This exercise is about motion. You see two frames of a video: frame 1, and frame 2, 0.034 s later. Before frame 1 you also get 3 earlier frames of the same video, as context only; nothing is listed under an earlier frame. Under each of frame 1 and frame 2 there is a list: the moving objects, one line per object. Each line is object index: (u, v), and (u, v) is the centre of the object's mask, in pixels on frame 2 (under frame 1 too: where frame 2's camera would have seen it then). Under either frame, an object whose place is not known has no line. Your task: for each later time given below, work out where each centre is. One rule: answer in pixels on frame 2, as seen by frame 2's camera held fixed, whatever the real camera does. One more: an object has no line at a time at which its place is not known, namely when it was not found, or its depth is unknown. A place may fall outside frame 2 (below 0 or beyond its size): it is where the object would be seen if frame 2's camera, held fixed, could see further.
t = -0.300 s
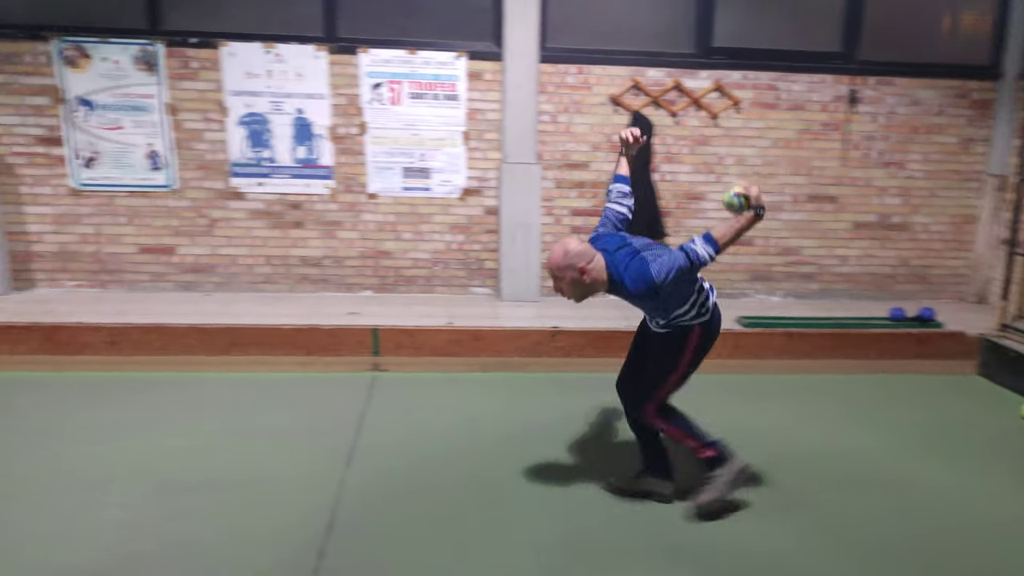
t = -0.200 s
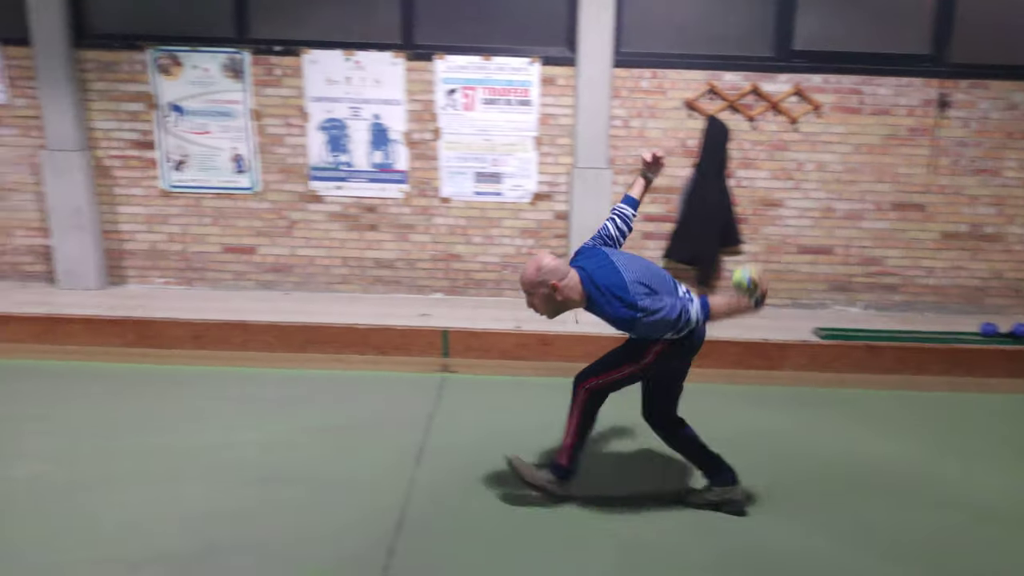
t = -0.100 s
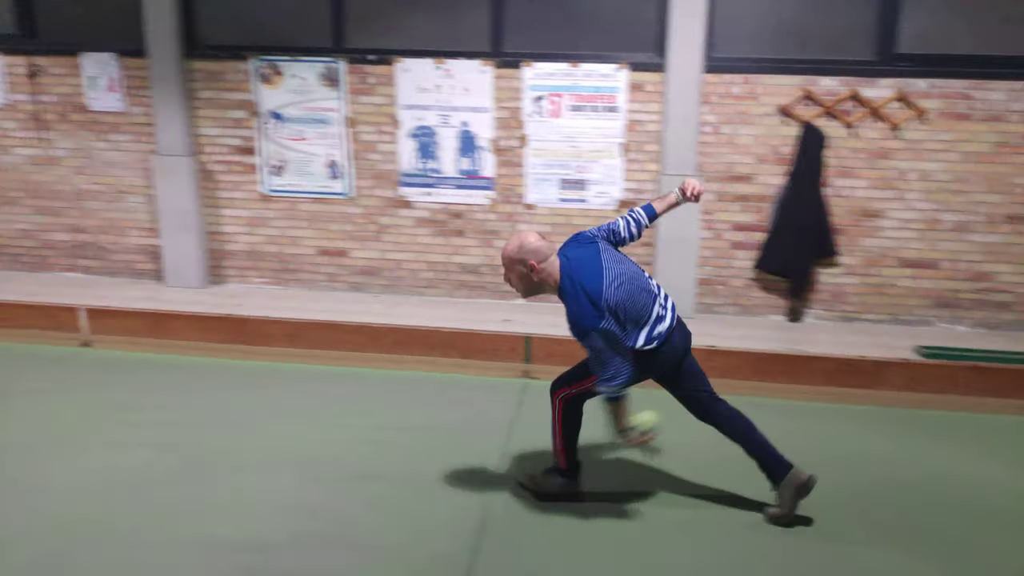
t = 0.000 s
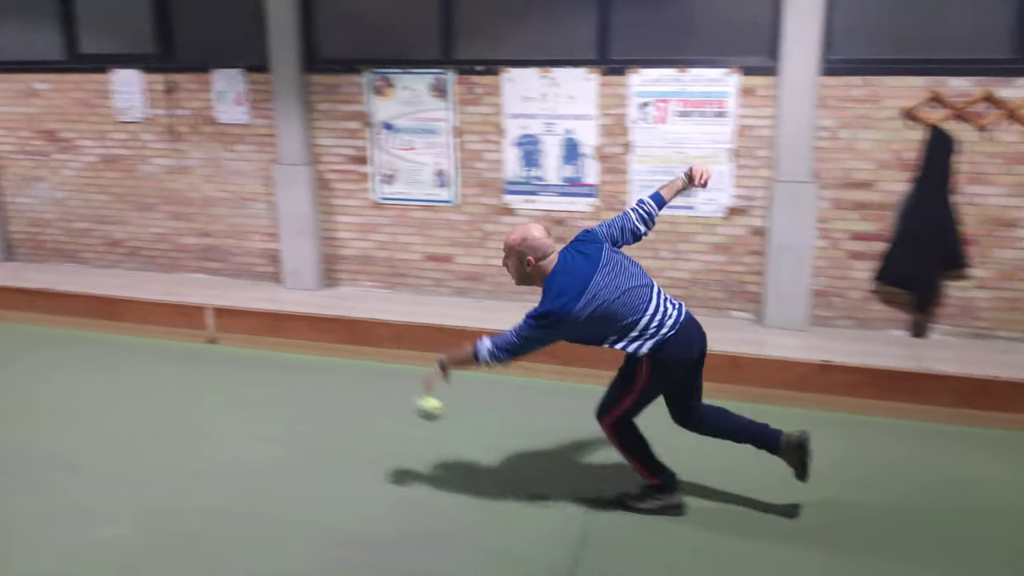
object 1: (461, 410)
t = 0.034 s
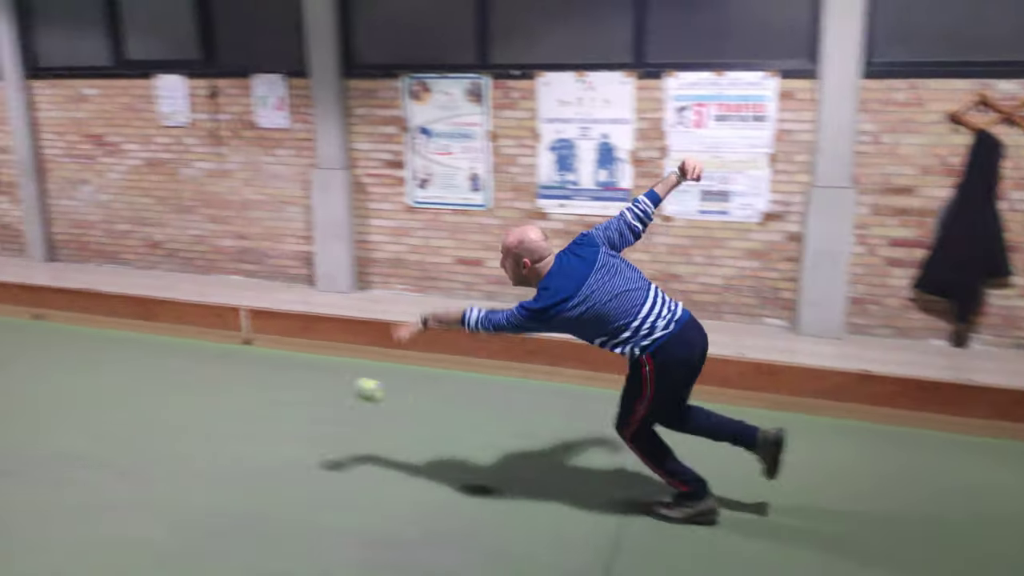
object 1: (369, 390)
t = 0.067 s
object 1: (284, 371)
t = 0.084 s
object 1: (244, 364)
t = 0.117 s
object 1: (167, 351)
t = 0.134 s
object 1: (132, 346)
